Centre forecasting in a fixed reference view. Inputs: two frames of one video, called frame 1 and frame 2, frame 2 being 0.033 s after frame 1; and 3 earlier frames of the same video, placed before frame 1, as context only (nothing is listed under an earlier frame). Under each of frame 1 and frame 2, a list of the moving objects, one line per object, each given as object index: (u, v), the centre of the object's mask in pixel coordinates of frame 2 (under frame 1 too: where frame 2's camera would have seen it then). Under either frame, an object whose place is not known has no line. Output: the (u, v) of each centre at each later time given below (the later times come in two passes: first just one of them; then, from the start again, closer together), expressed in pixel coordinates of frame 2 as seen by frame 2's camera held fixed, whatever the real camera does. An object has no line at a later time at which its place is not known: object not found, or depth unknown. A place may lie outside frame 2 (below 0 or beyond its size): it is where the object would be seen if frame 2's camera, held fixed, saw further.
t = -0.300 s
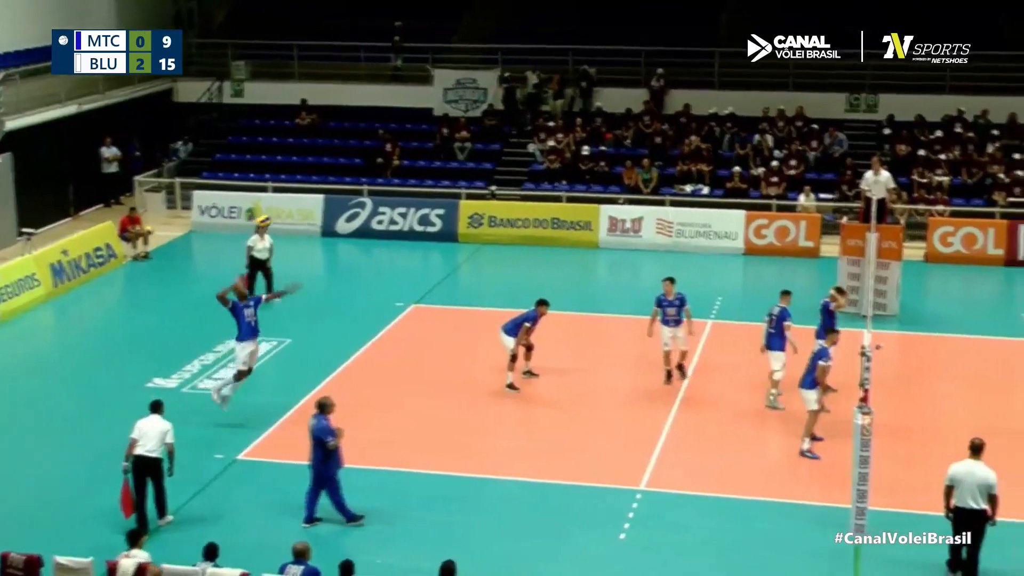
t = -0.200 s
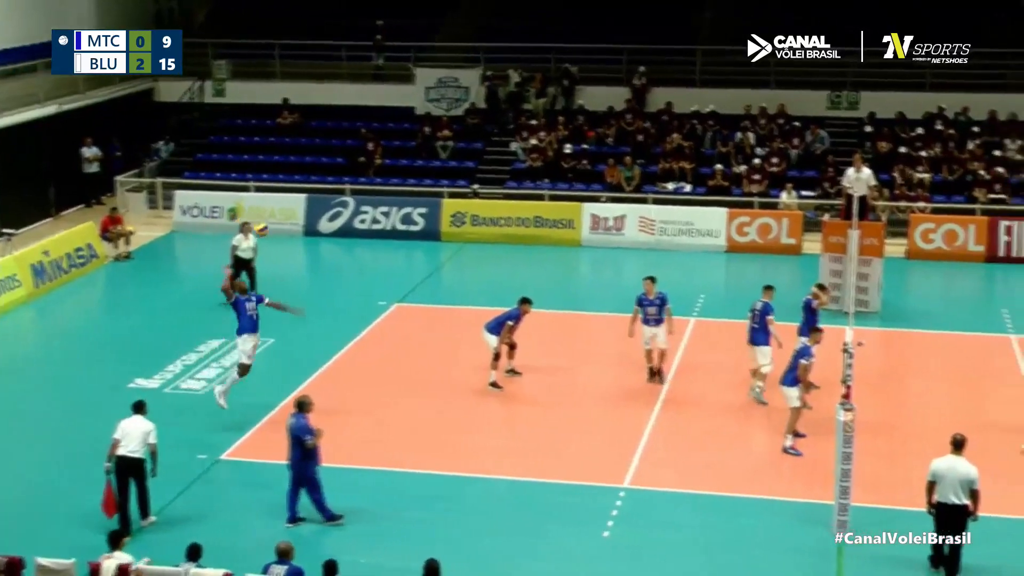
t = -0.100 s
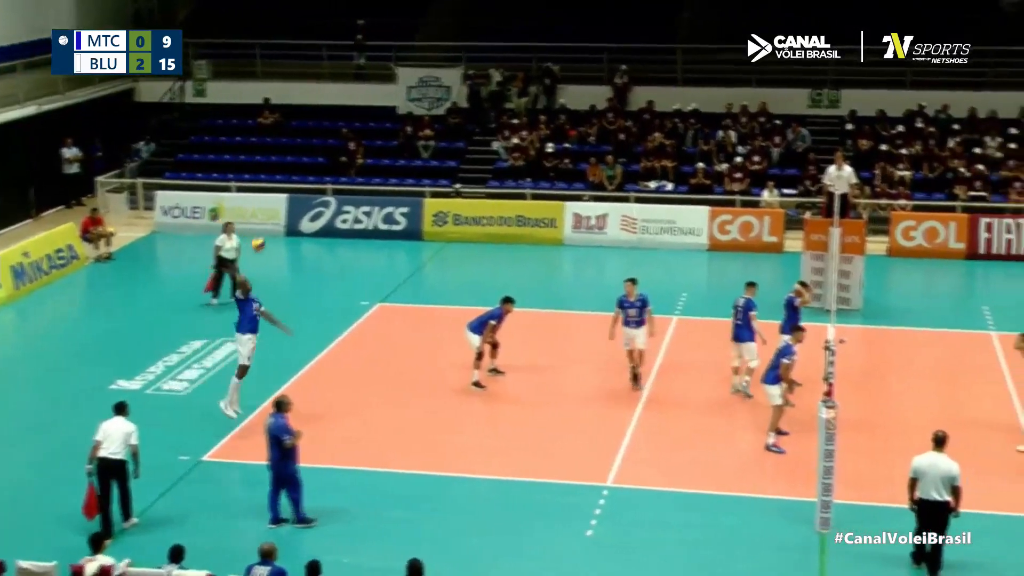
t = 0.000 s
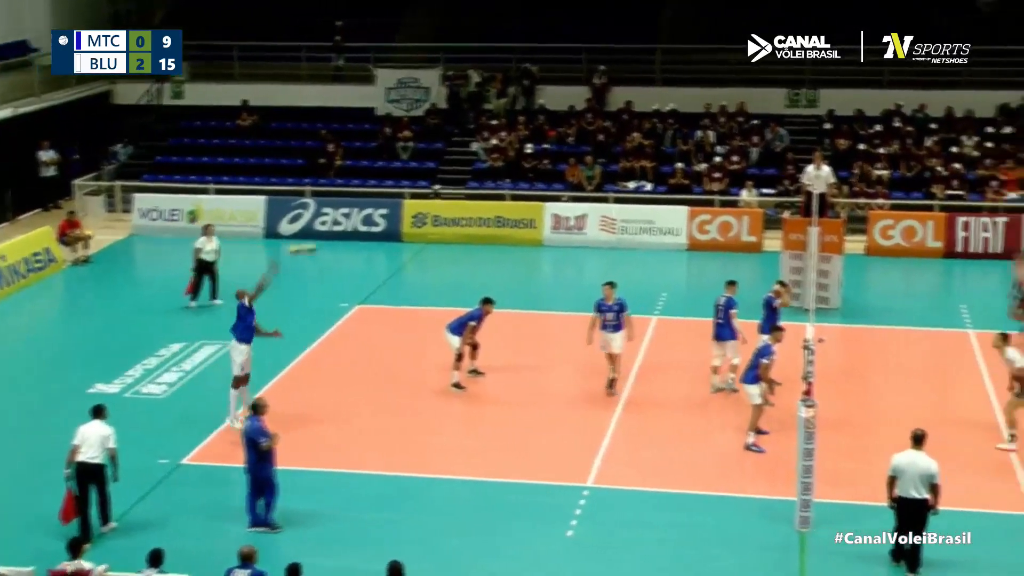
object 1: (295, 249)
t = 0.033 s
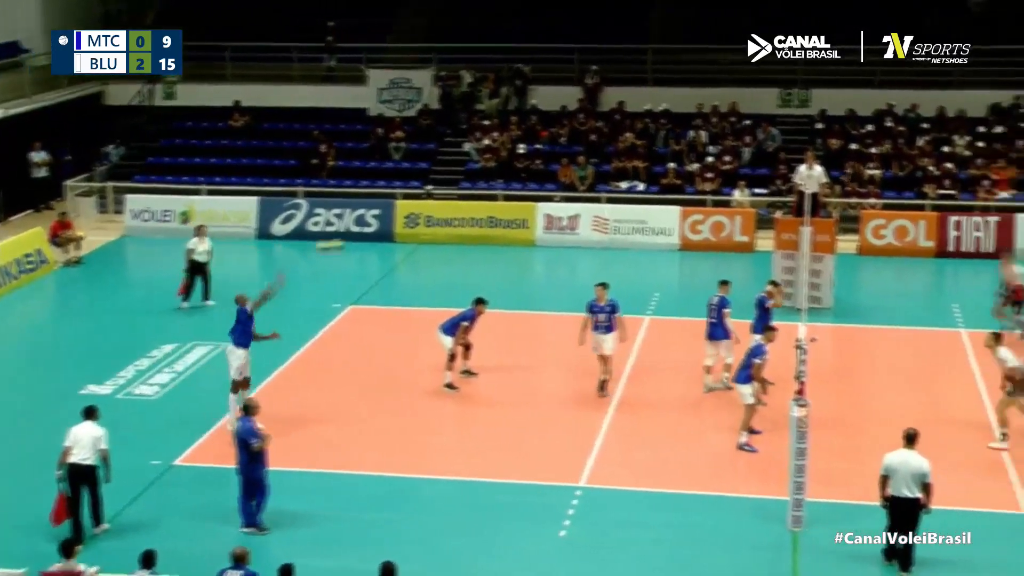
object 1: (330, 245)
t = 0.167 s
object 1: (472, 235)
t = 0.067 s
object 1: (366, 242)
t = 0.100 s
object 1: (401, 239)
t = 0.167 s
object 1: (472, 235)
